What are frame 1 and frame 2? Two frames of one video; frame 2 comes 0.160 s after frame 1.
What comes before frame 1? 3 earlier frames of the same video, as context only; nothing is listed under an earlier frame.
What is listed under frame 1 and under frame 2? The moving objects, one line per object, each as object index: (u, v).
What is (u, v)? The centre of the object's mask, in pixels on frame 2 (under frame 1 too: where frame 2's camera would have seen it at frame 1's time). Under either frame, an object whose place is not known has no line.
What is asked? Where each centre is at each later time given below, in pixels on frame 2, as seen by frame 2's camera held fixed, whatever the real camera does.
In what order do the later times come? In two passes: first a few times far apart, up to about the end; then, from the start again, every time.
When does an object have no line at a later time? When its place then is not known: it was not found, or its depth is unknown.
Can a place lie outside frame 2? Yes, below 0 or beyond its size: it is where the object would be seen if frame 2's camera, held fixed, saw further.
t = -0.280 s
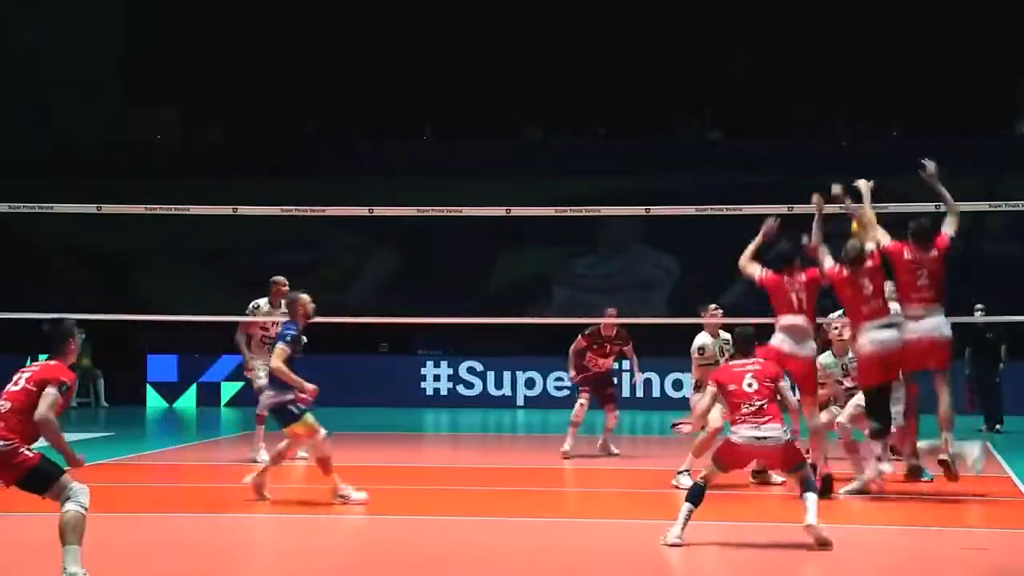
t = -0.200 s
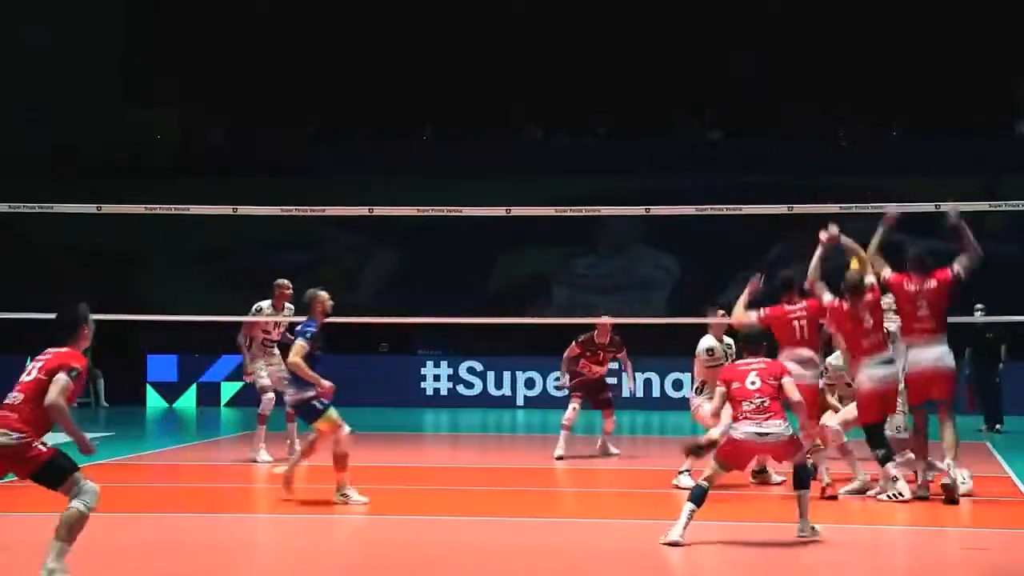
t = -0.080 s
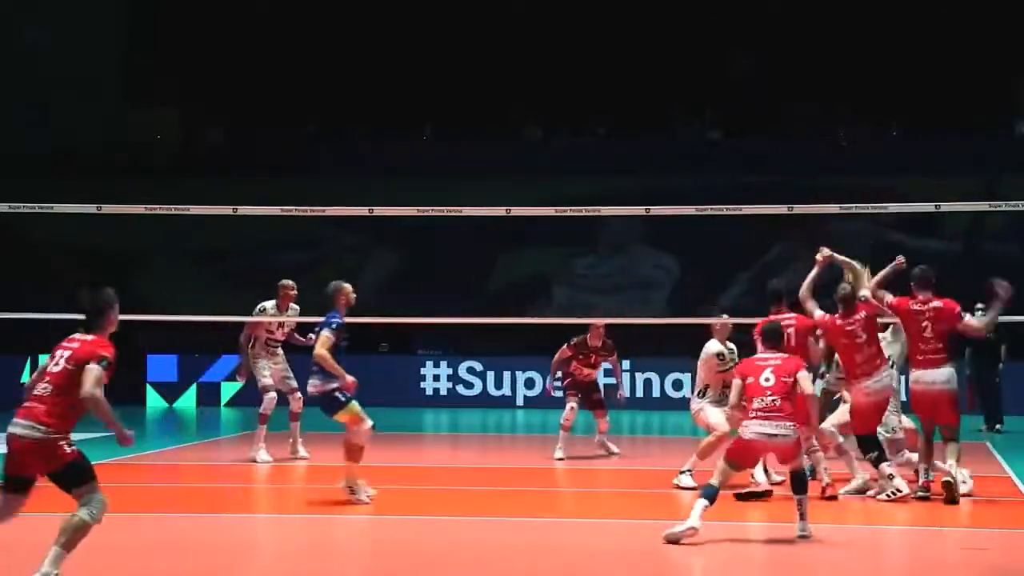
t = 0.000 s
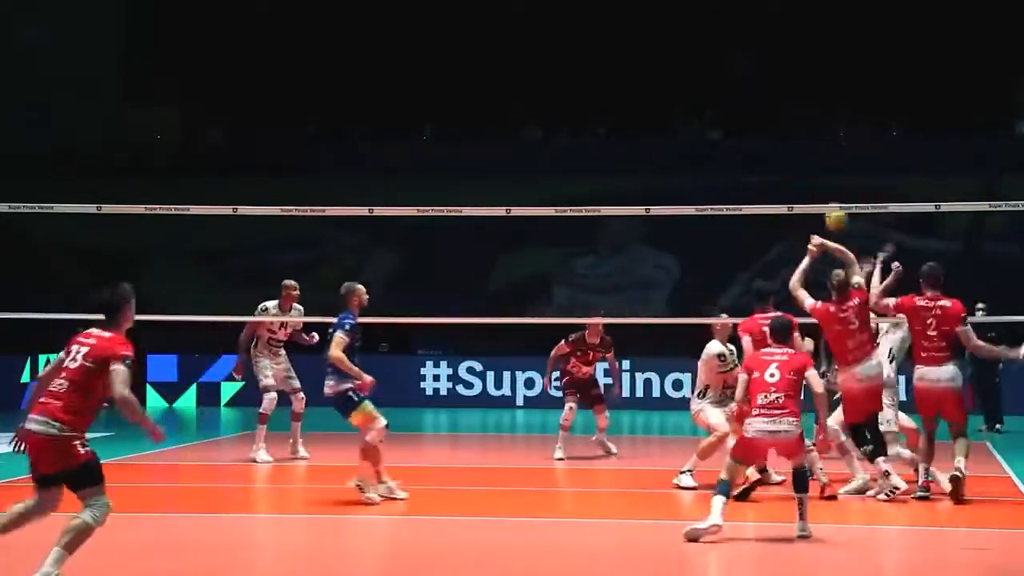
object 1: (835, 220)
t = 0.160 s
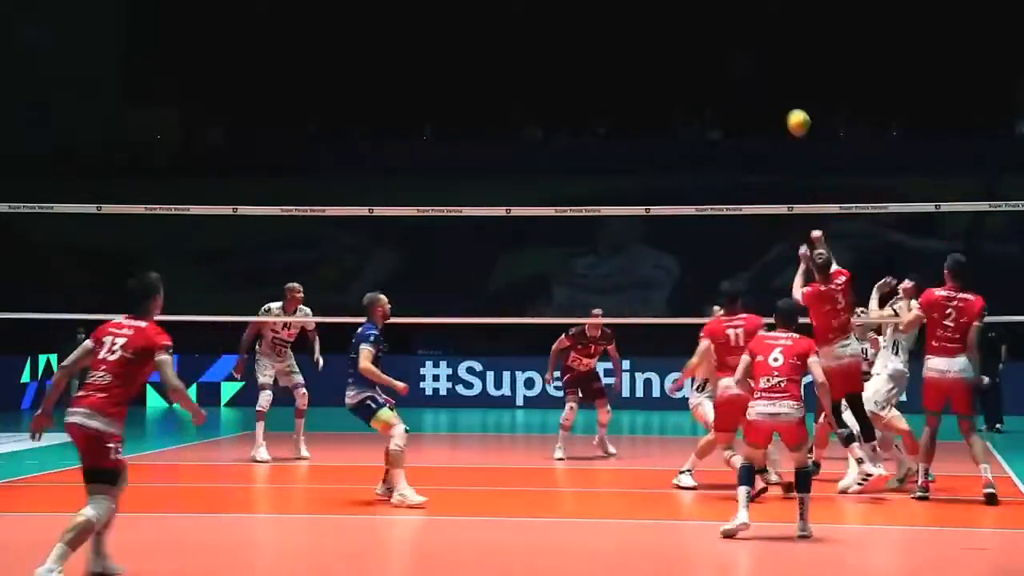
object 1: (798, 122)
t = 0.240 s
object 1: (780, 86)
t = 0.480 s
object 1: (731, 22)
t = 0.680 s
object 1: (691, 17)
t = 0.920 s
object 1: (644, 67)
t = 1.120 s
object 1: (606, 152)
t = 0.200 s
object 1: (789, 103)
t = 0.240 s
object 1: (780, 86)
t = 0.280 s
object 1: (771, 71)
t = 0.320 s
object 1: (763, 58)
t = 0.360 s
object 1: (755, 46)
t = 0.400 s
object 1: (747, 36)
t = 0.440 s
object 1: (739, 28)
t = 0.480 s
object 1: (731, 22)
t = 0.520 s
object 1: (723, 18)
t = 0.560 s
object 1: (714, 15)
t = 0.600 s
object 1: (706, 14)
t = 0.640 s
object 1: (699, 15)
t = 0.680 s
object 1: (691, 17)
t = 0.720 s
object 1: (683, 21)
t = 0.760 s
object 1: (675, 27)
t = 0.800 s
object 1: (666, 34)
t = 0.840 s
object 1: (659, 44)
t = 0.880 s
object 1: (651, 55)
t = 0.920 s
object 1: (644, 67)
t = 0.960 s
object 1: (636, 81)
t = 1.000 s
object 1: (628, 97)
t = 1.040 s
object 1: (620, 114)
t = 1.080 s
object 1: (613, 132)
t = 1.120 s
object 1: (606, 152)
